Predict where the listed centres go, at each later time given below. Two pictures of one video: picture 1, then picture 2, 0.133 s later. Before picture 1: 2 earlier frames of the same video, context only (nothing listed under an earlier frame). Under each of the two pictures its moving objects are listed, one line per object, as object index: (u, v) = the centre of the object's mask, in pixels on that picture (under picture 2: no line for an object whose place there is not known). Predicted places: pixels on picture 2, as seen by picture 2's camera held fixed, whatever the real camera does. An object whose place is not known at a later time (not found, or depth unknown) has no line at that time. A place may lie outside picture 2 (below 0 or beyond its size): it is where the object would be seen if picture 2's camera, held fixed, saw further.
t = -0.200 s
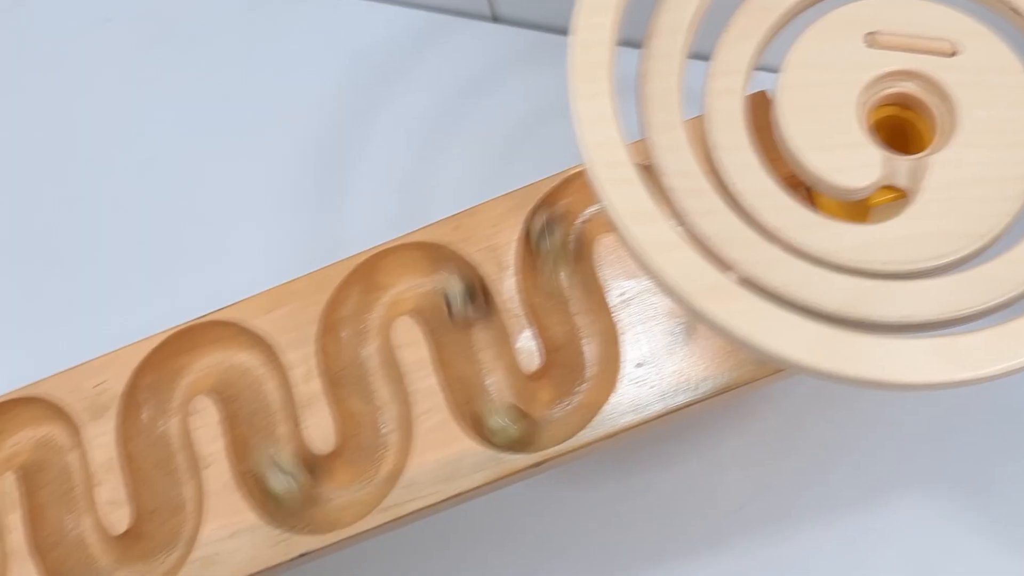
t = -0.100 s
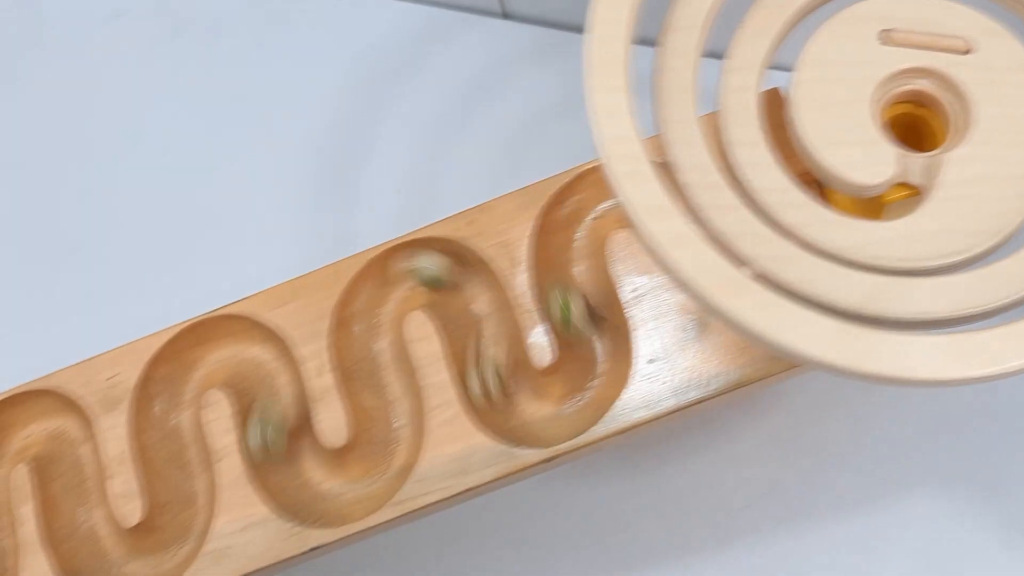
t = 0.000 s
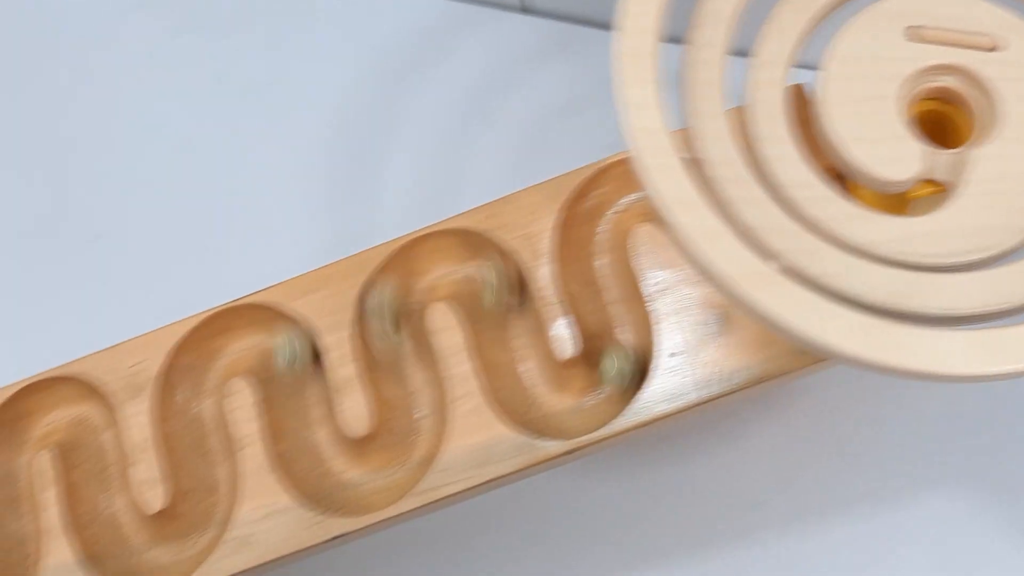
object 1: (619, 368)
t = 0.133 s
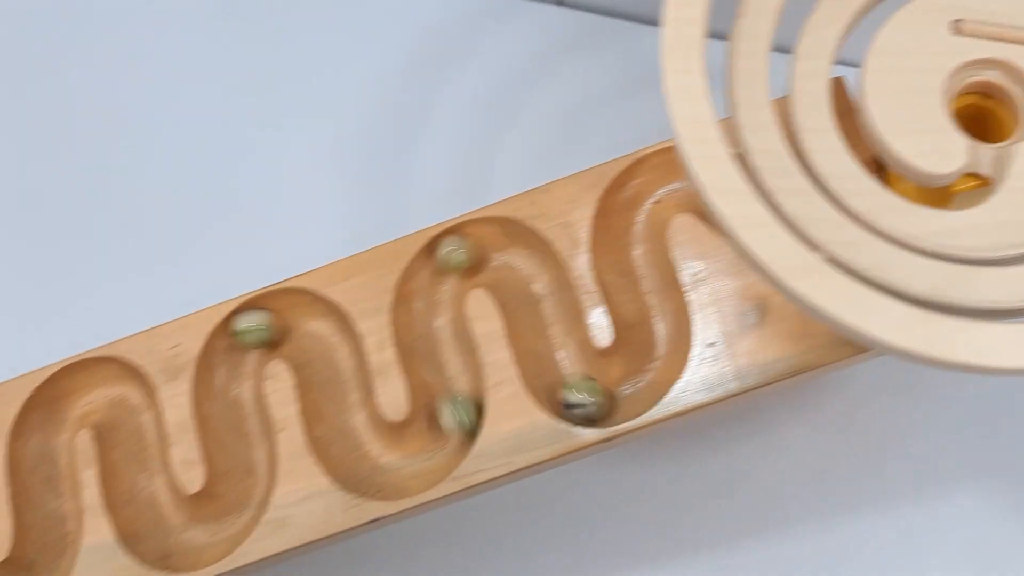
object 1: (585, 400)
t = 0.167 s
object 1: (576, 396)
